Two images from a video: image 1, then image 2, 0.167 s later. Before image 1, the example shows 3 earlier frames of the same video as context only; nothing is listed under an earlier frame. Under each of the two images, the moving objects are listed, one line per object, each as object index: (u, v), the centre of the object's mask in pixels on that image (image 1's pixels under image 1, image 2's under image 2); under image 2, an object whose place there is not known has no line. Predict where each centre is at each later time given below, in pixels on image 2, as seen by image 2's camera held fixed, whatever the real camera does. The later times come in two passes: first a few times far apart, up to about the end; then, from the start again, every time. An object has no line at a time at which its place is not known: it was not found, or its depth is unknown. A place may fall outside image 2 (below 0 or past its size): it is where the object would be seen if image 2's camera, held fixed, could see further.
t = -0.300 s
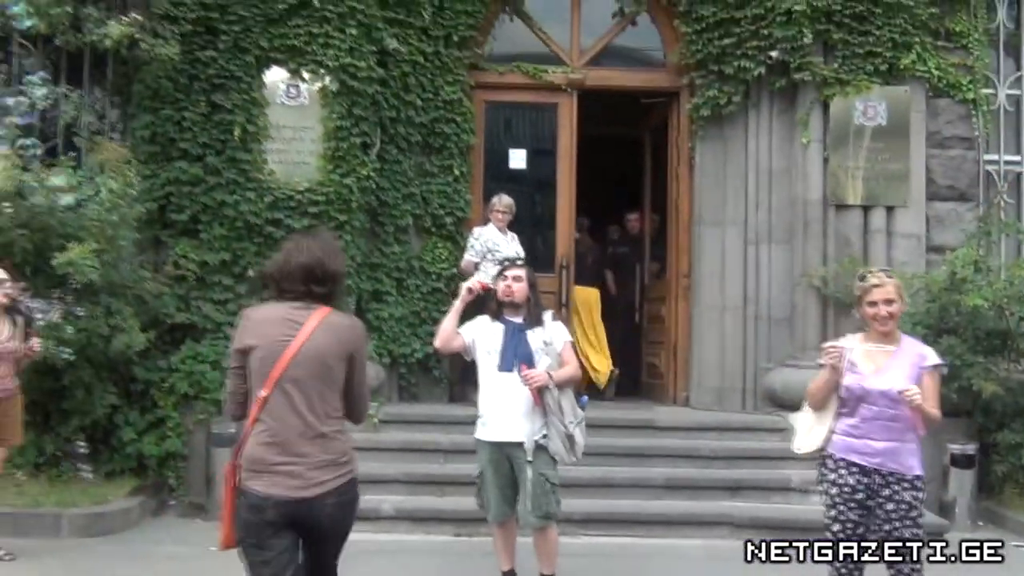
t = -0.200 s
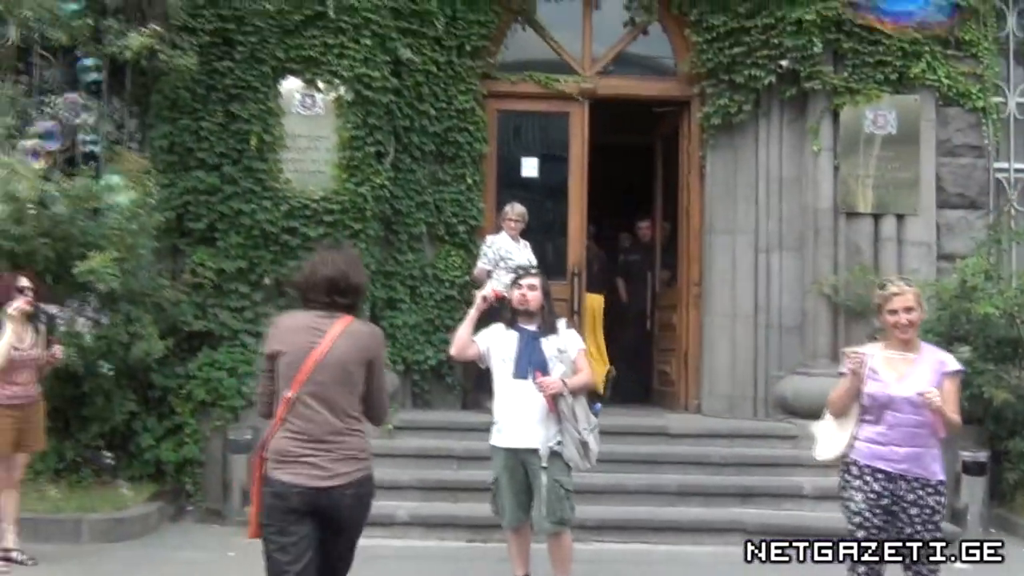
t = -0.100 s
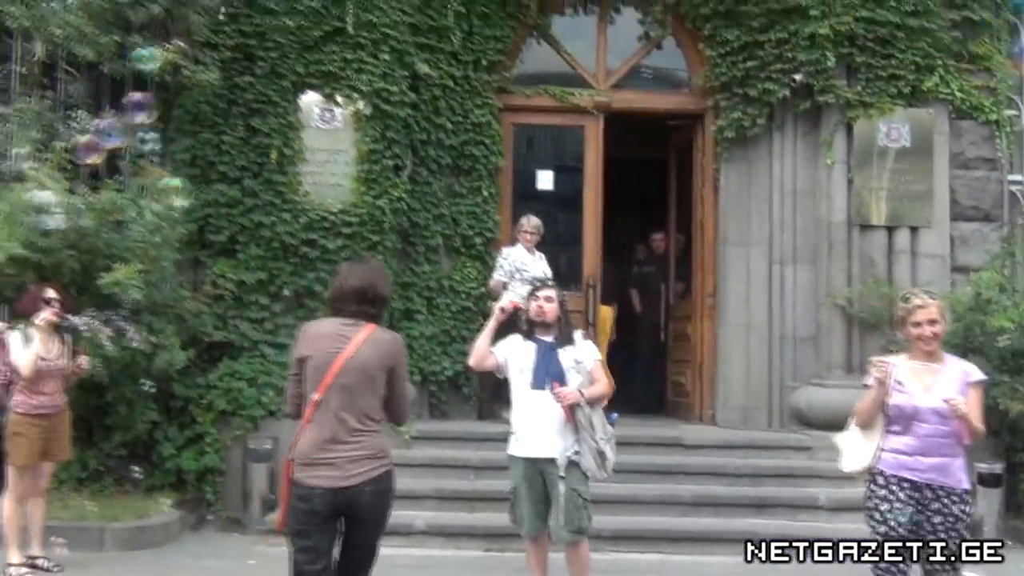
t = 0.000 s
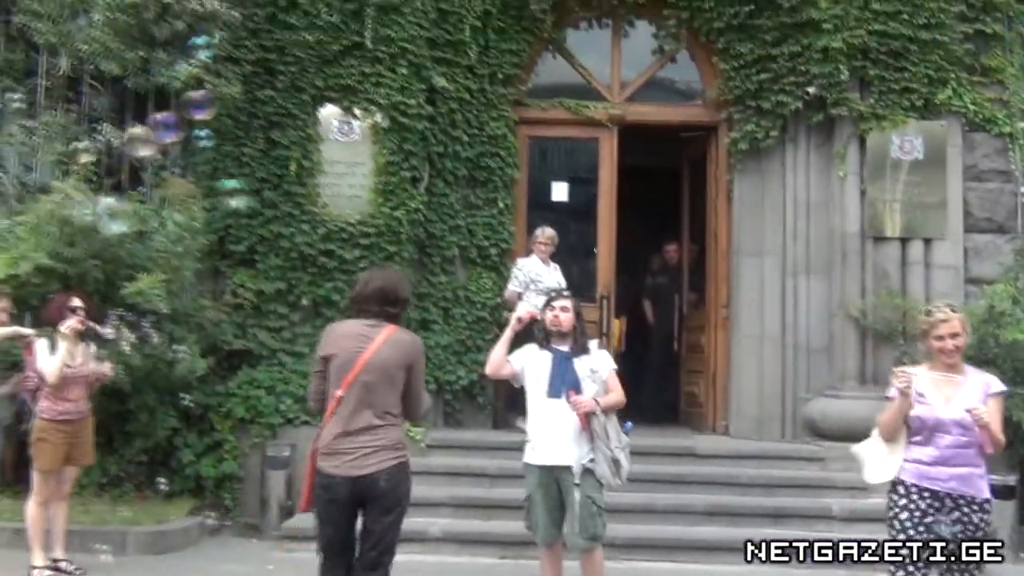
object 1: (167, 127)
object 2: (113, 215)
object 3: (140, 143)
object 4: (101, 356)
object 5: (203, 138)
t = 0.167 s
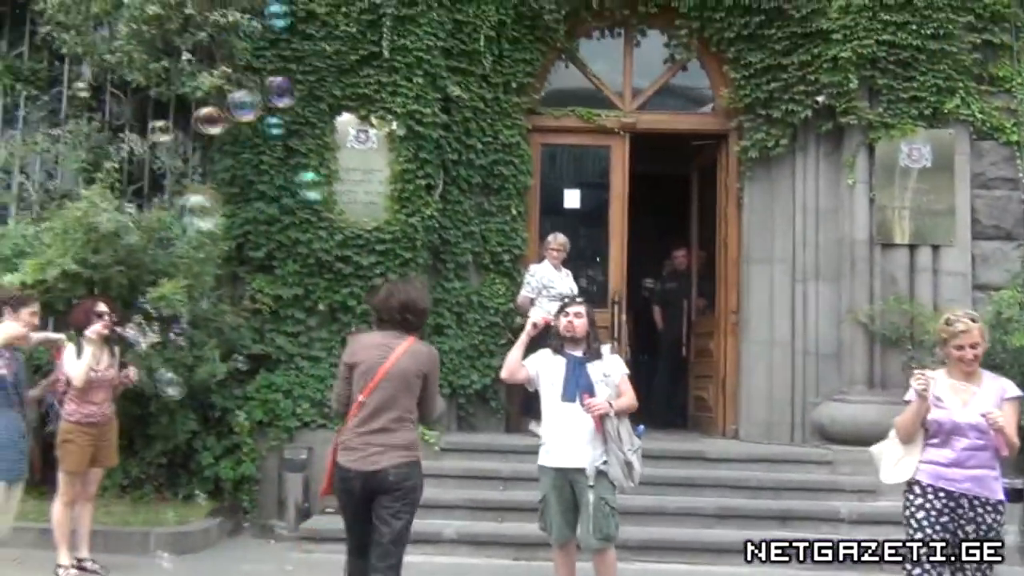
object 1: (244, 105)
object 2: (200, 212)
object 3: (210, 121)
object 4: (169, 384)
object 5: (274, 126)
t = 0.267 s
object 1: (274, 88)
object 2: (239, 203)
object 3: (237, 106)
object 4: (197, 398)
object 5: (300, 113)
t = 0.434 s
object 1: (320, 55)
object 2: (296, 184)
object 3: (283, 87)
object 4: (242, 419)
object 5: (331, 87)
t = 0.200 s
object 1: (254, 100)
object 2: (211, 209)
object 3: (220, 115)
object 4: (179, 389)
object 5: (283, 122)
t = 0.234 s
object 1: (264, 93)
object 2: (227, 206)
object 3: (228, 111)
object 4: (188, 393)
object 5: (292, 117)
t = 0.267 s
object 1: (274, 88)
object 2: (239, 203)
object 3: (237, 106)
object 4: (197, 398)
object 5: (300, 113)
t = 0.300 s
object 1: (283, 81)
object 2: (251, 201)
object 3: (246, 101)
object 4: (206, 403)
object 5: (305, 108)
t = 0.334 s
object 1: (293, 74)
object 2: (262, 196)
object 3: (255, 97)
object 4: (215, 407)
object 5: (312, 103)
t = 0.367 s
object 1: (301, 67)
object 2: (273, 192)
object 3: (264, 92)
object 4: (222, 410)
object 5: (319, 98)
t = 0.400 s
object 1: (310, 62)
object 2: (285, 189)
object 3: (274, 89)
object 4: (232, 414)
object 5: (326, 93)
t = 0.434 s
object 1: (320, 55)
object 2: (296, 184)
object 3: (283, 87)
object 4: (242, 419)
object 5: (331, 87)
